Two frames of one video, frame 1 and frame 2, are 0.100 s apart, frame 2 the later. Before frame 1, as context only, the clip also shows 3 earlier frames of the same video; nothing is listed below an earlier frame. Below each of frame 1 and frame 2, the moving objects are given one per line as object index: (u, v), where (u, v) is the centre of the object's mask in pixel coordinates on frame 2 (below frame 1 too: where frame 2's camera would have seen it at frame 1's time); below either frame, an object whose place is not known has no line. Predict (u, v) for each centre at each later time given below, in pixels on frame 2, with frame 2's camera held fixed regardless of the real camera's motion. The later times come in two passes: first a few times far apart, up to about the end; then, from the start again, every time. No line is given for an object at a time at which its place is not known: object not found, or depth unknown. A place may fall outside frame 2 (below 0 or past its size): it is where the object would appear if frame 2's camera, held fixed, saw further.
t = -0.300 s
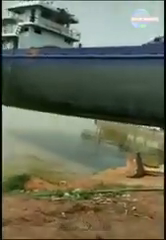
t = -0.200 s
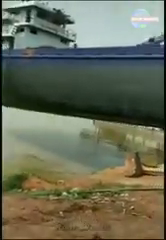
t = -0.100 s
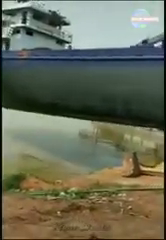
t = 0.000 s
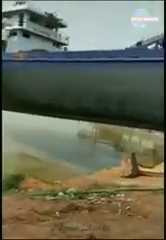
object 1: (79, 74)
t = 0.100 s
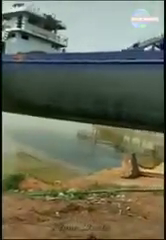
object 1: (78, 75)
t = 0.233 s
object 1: (69, 76)
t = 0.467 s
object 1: (38, 78)
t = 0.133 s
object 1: (77, 76)
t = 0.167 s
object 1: (76, 76)
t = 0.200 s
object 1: (73, 76)
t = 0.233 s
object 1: (69, 76)
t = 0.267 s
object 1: (65, 76)
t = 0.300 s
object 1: (60, 77)
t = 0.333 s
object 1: (55, 77)
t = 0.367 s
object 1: (50, 77)
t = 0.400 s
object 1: (45, 77)
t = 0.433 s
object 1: (42, 78)
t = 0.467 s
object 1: (38, 78)
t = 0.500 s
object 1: (35, 79)
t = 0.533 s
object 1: (32, 79)
